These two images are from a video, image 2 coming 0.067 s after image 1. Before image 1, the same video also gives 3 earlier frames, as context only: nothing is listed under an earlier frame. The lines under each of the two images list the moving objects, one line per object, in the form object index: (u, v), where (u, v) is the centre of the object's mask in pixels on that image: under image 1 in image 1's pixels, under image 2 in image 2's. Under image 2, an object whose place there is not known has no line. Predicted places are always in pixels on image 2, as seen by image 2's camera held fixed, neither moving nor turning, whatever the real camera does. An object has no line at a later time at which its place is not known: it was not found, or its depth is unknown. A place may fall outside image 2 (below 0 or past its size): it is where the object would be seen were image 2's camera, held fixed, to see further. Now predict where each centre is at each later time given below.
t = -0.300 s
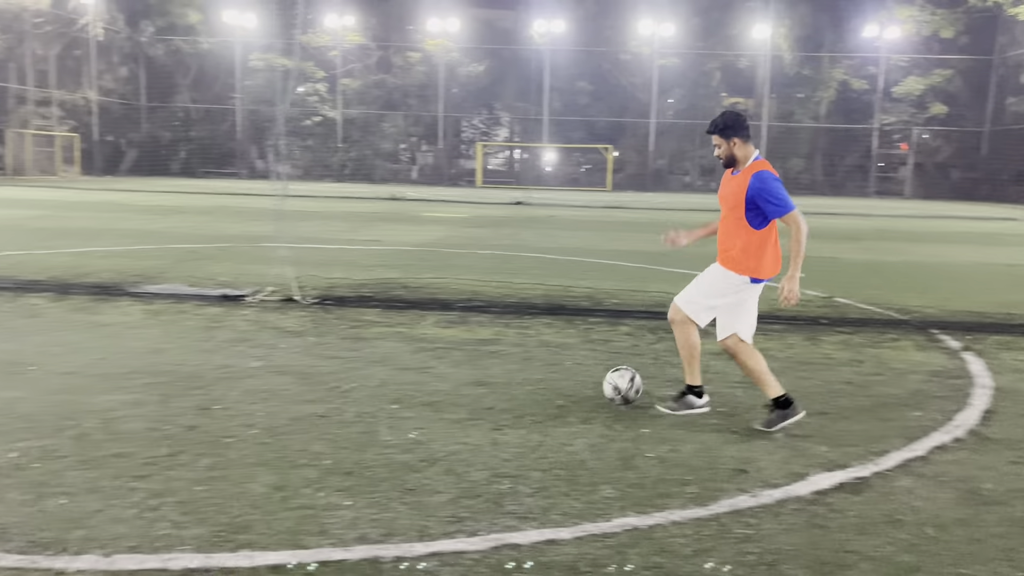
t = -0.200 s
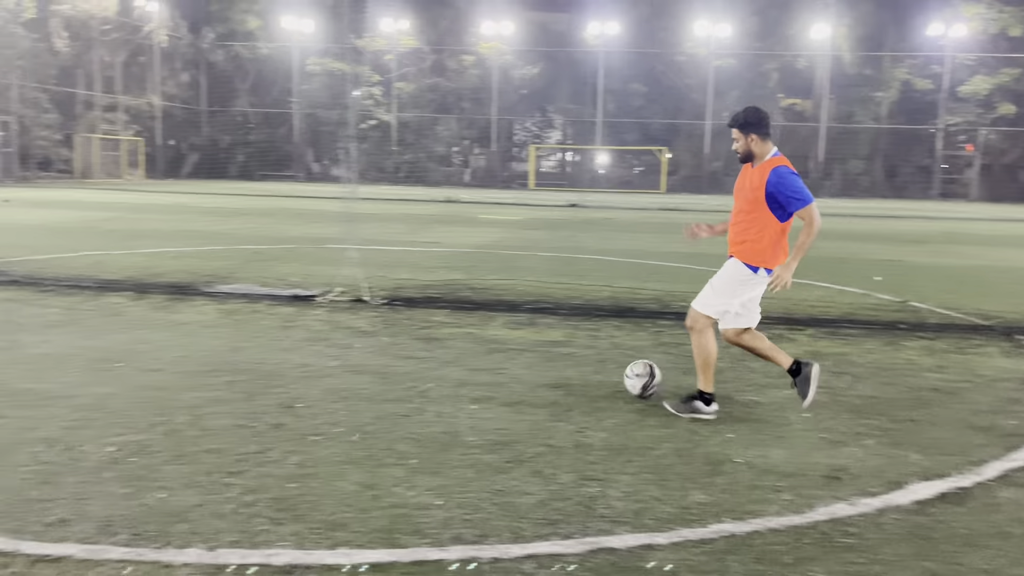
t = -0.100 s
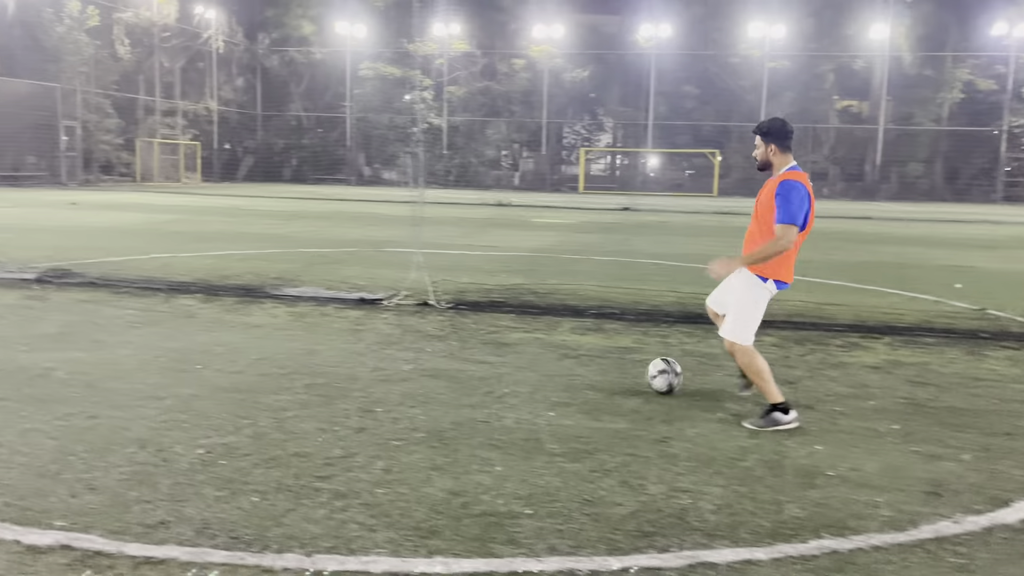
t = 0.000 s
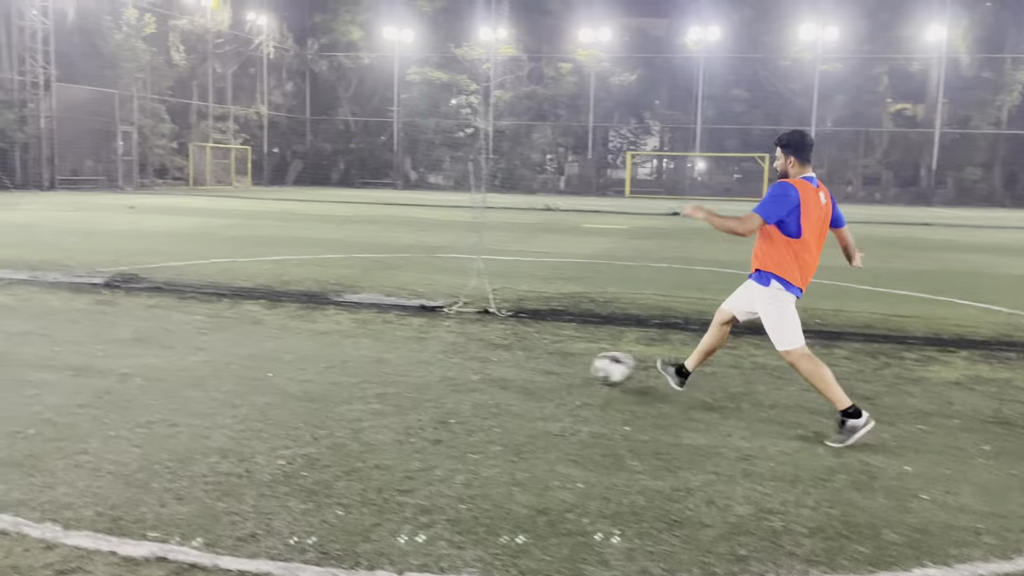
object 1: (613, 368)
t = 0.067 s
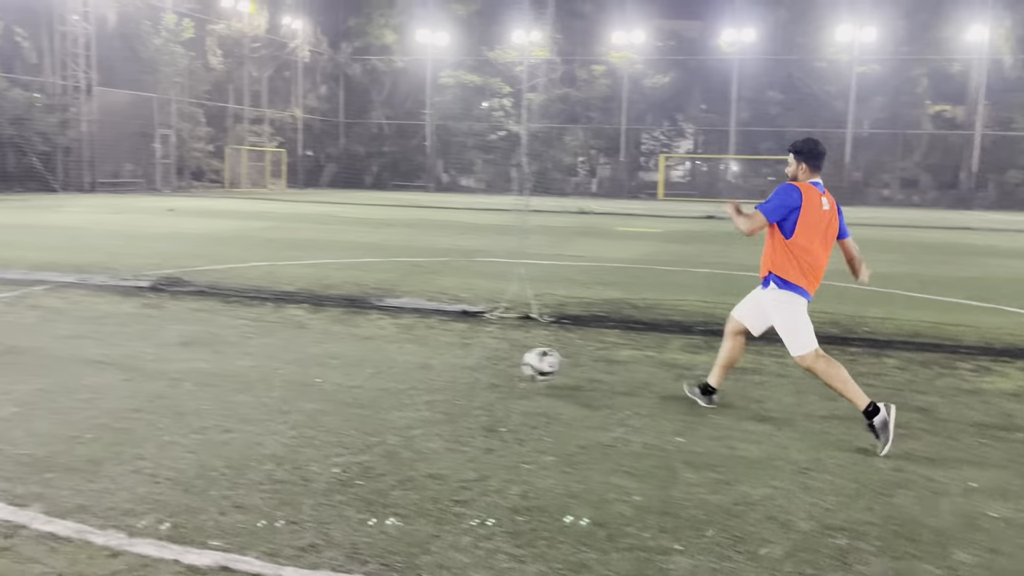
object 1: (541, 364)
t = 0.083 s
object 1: (513, 362)
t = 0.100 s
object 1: (486, 360)
